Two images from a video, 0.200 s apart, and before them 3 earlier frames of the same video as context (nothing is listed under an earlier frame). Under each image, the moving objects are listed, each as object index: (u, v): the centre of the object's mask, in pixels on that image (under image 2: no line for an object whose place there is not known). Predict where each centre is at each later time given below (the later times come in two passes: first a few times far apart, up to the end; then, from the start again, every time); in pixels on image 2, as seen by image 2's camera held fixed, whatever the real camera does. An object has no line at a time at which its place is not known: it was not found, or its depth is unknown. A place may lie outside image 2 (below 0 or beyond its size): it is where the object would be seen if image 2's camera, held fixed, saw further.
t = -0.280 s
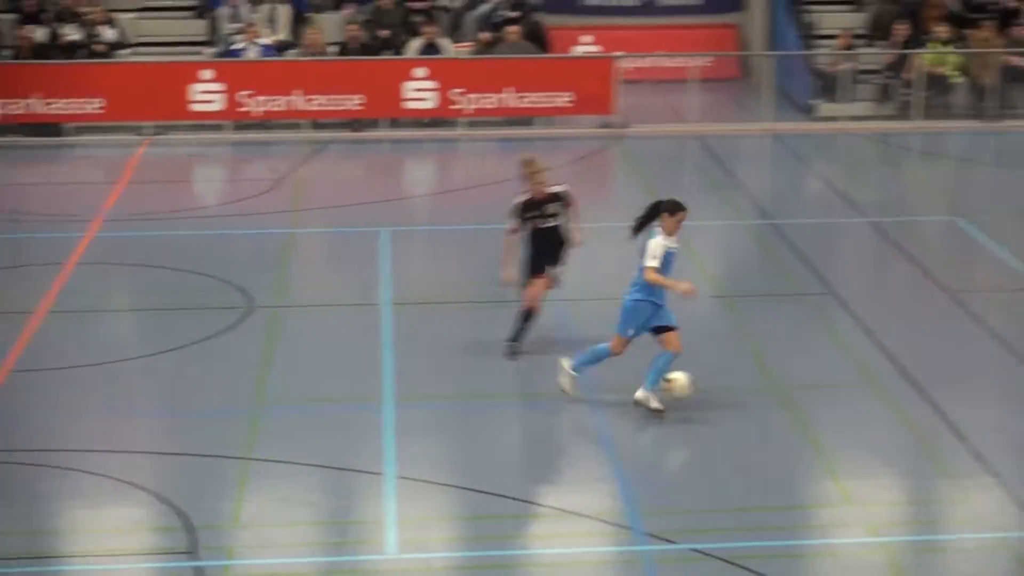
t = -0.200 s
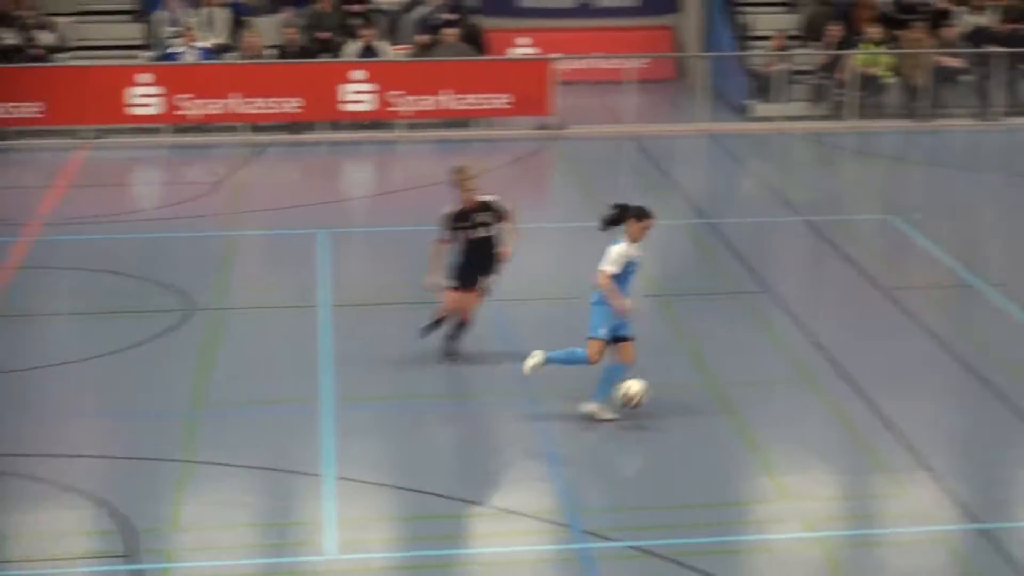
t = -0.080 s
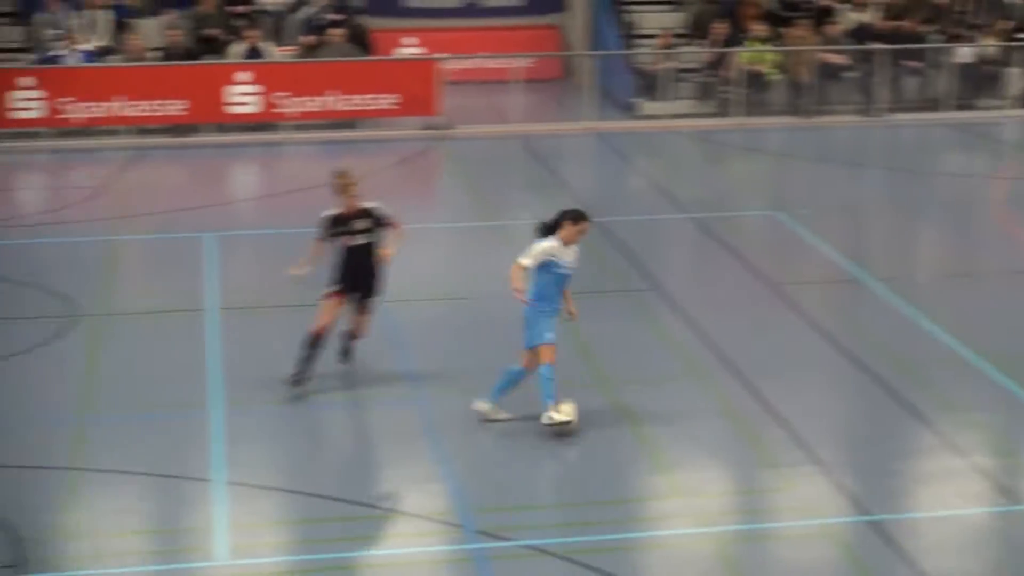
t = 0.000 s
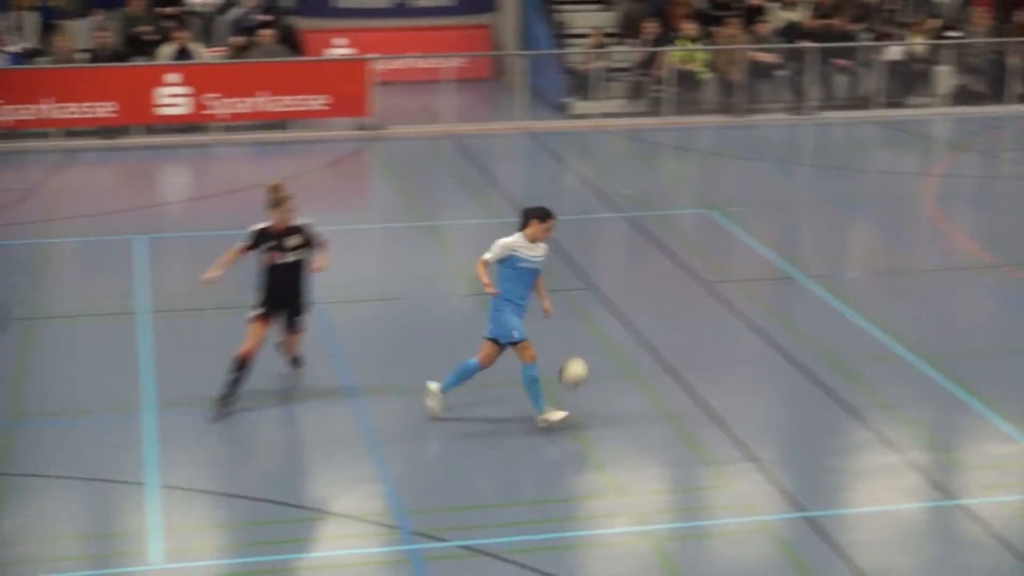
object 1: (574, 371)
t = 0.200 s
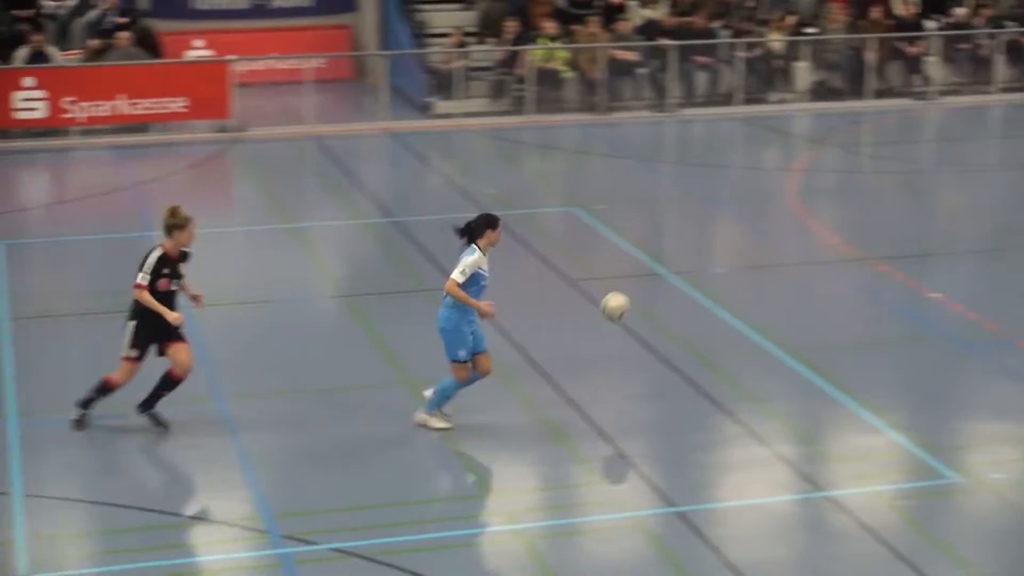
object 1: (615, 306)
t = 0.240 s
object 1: (648, 300)
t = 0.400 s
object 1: (769, 296)
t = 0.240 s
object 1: (648, 300)
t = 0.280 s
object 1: (679, 295)
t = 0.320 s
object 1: (711, 294)
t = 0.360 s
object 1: (740, 294)
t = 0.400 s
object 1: (769, 296)
